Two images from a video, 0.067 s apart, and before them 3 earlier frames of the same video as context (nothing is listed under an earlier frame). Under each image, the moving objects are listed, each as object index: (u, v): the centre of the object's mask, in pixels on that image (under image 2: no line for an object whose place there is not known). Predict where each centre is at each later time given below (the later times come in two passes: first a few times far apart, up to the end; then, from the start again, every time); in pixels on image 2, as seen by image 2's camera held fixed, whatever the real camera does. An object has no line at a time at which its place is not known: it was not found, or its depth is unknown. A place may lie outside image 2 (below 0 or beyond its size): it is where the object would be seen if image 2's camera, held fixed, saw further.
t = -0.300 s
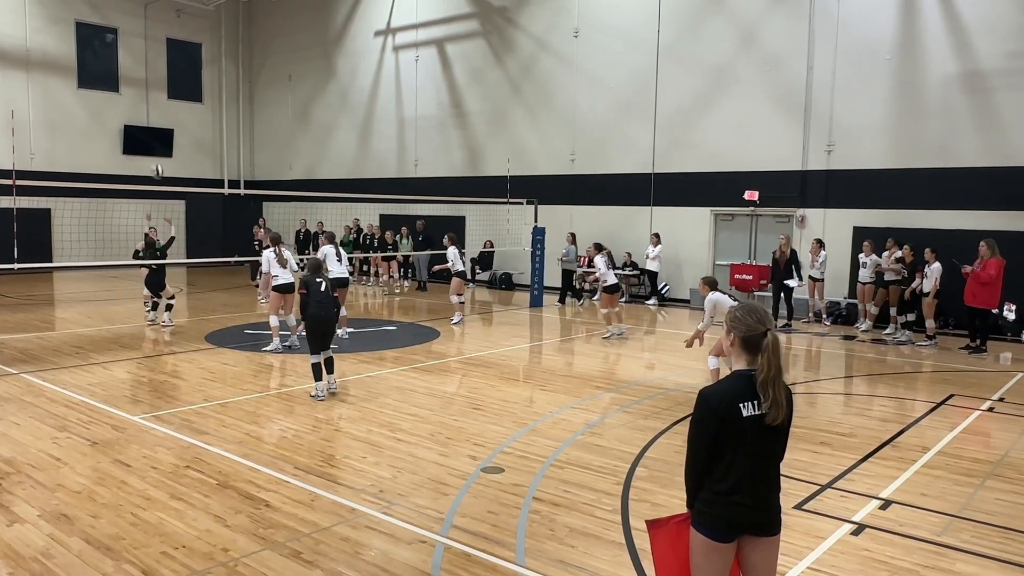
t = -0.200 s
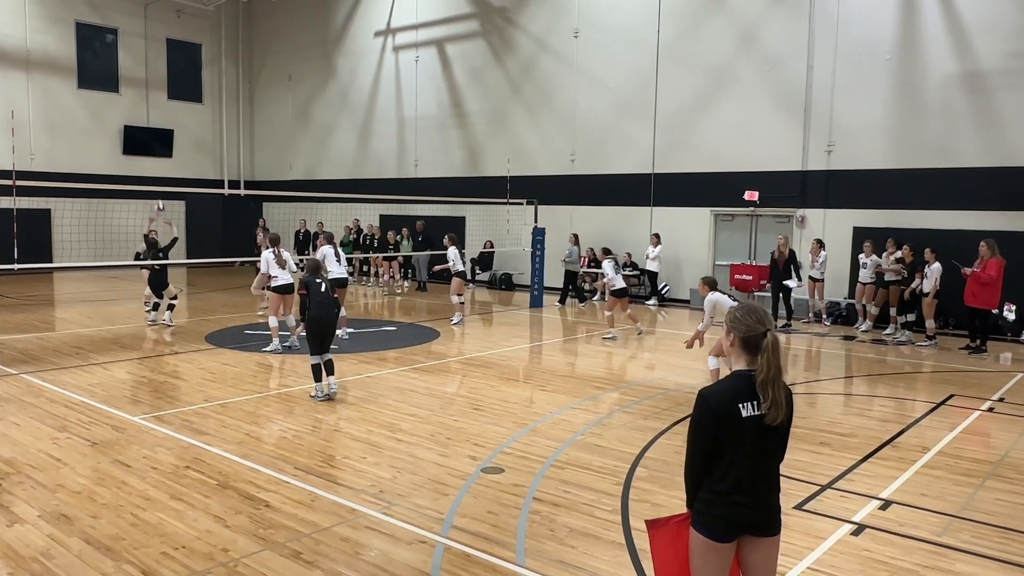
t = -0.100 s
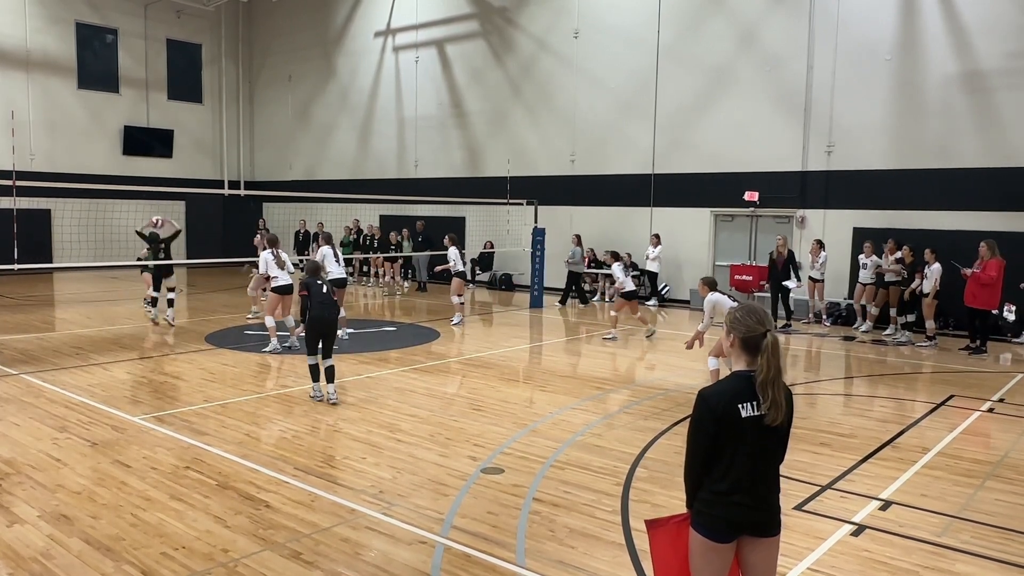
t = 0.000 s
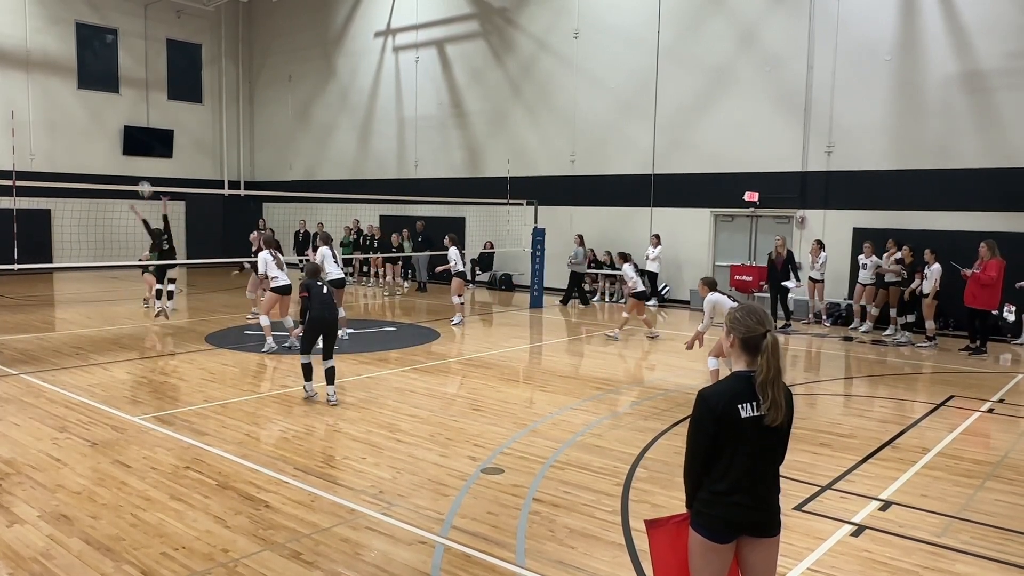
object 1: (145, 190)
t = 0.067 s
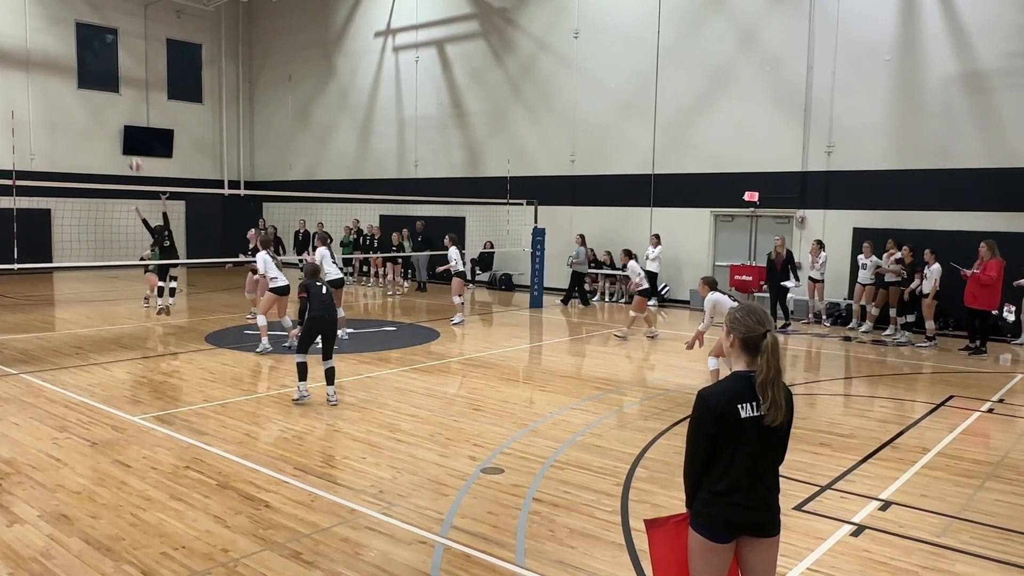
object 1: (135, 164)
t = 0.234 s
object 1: (111, 114)
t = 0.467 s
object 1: (76, 70)
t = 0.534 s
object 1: (65, 64)
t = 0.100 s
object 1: (130, 153)
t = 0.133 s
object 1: (126, 144)
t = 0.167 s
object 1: (121, 133)
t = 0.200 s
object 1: (115, 123)
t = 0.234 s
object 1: (111, 114)
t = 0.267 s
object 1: (106, 106)
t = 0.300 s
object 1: (101, 98)
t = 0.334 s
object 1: (96, 91)
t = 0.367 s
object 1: (90, 85)
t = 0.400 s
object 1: (85, 80)
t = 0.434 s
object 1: (81, 74)
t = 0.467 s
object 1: (76, 70)
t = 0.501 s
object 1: (70, 67)
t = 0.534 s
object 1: (65, 64)
